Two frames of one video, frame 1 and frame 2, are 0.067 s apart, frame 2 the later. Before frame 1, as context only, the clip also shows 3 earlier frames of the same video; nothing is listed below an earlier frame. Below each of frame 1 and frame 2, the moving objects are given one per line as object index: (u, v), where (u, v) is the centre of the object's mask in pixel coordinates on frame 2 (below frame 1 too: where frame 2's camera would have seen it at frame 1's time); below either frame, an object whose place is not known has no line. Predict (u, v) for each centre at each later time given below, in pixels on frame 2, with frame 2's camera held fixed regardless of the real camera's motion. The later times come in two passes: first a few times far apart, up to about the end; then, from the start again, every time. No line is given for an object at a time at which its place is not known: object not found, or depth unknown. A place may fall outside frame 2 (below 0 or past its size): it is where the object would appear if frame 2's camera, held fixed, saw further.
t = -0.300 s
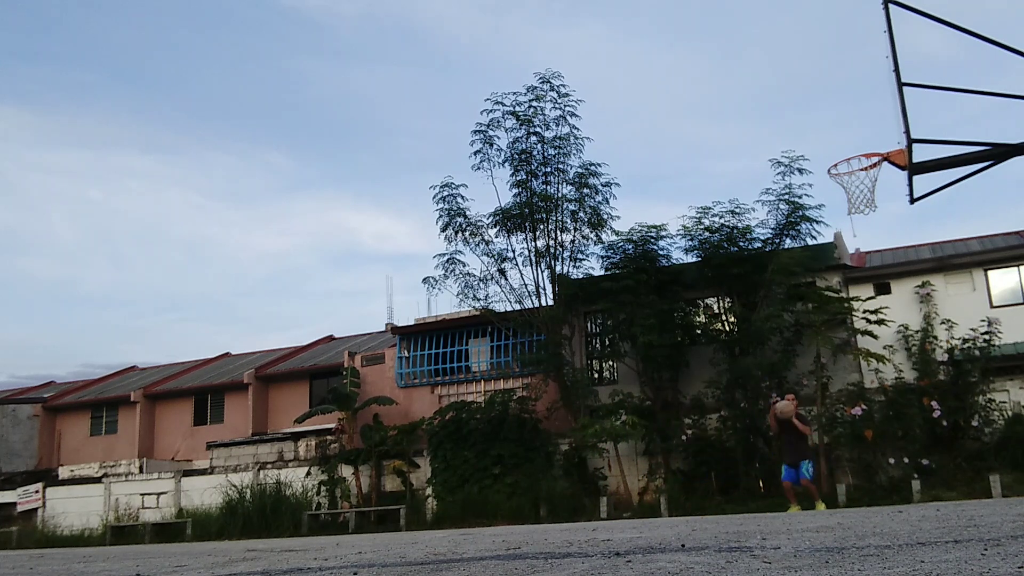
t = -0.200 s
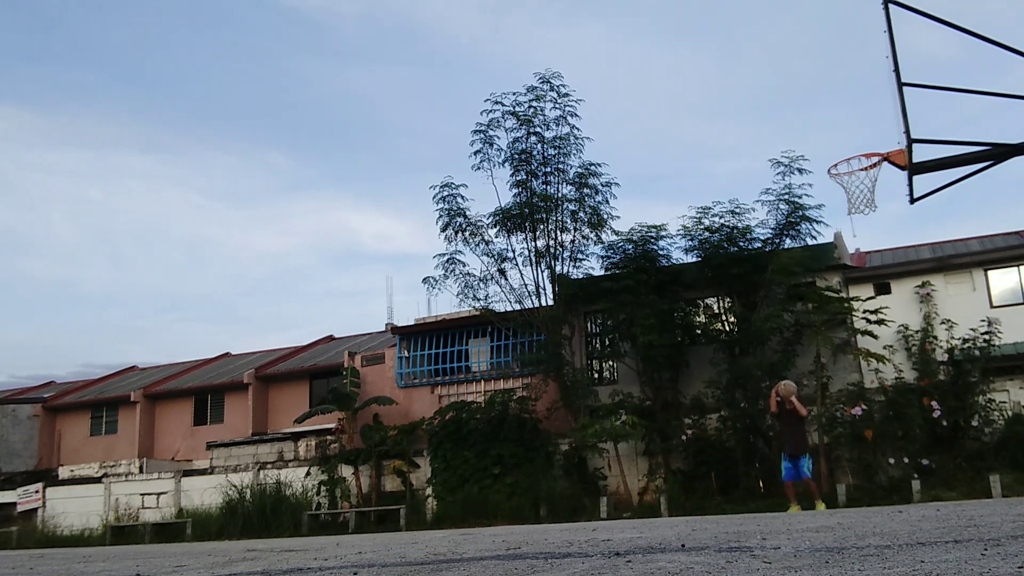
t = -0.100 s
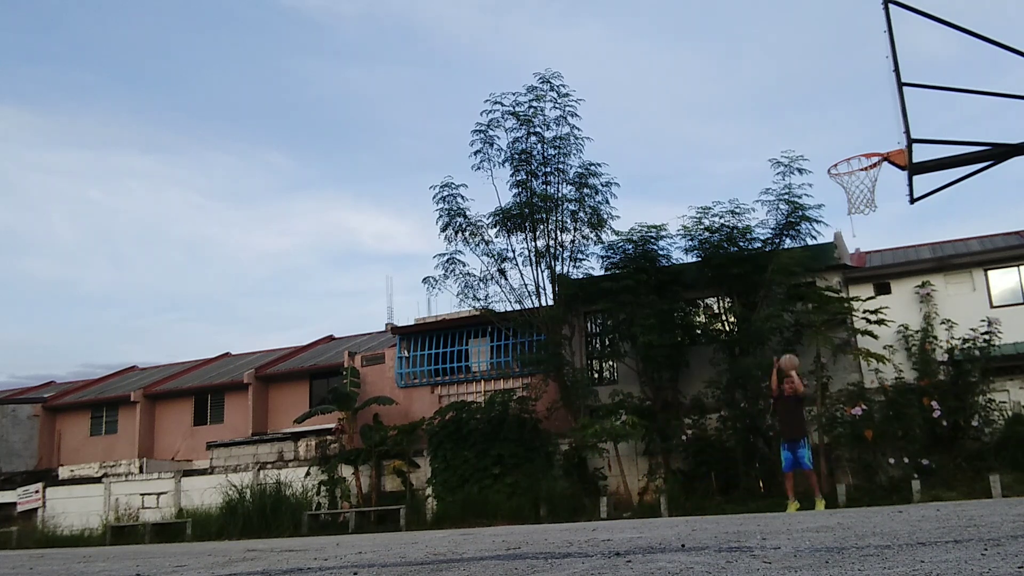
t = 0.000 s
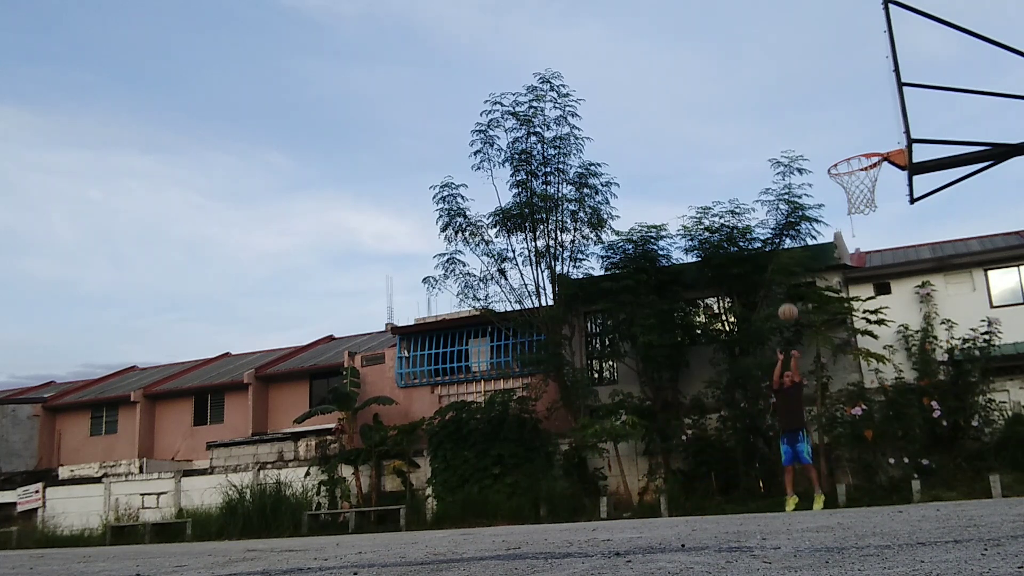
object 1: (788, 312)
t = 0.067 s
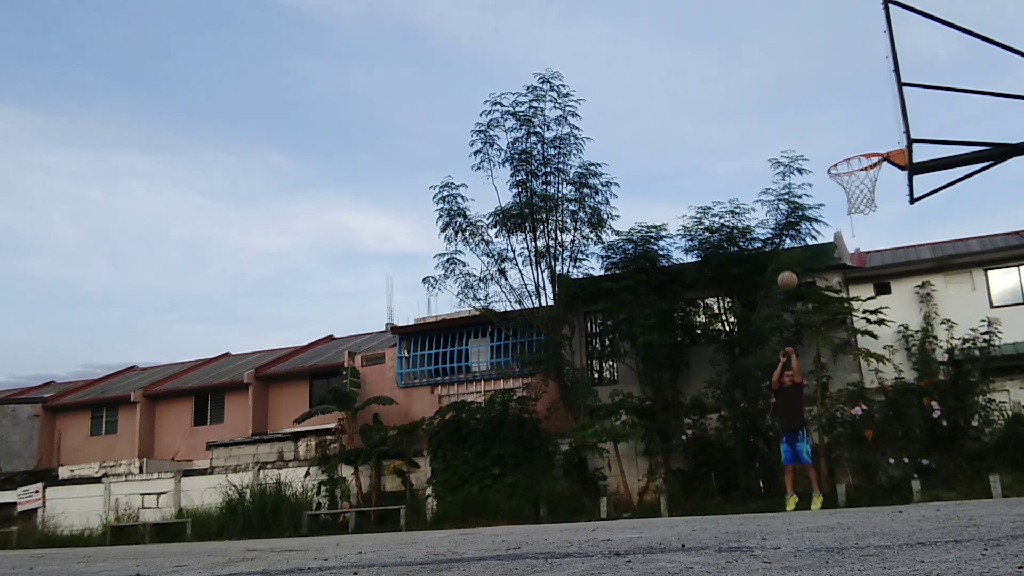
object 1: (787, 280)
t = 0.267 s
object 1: (788, 199)
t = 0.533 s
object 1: (795, 128)
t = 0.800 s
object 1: (811, 105)
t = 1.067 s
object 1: (839, 145)
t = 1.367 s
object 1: (867, 180)
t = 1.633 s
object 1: (871, 231)
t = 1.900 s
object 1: (880, 355)
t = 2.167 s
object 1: (885, 455)
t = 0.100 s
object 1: (787, 265)
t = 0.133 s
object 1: (787, 251)
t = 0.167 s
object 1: (787, 237)
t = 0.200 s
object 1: (787, 224)
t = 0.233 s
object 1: (788, 211)
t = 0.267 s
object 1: (788, 199)
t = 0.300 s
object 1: (789, 188)
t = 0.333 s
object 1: (789, 178)
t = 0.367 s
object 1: (790, 168)
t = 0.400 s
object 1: (791, 158)
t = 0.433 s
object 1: (792, 150)
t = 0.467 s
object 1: (793, 142)
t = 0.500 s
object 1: (794, 134)
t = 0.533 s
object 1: (795, 128)
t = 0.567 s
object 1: (796, 122)
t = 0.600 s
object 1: (798, 117)
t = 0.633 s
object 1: (800, 113)
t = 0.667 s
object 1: (802, 109)
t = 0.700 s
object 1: (804, 107)
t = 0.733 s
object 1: (806, 105)
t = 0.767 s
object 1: (808, 105)
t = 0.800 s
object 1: (811, 105)
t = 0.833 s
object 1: (813, 106)
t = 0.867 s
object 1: (817, 108)
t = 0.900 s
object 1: (820, 111)
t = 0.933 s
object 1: (823, 115)
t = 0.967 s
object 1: (826, 121)
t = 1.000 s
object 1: (830, 128)
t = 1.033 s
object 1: (834, 136)
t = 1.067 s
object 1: (839, 145)
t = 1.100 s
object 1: (843, 156)
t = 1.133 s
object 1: (848, 162)
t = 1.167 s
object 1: (851, 166)
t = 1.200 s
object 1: (855, 171)
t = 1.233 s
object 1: (859, 174)
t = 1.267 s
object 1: (862, 177)
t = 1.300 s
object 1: (864, 178)
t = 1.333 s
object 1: (866, 179)
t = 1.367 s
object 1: (867, 180)
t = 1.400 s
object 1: (869, 183)
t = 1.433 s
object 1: (870, 187)
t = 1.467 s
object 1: (871, 192)
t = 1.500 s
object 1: (871, 198)
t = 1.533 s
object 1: (870, 204)
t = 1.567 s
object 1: (871, 212)
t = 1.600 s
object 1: (871, 220)
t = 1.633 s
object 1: (871, 231)
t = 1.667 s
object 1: (872, 243)
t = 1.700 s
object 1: (873, 254)
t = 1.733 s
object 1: (873, 268)
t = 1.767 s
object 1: (874, 283)
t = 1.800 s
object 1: (875, 300)
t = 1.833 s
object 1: (876, 317)
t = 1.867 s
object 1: (878, 335)
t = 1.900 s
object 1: (880, 355)
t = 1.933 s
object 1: (882, 378)
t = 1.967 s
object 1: (884, 400)
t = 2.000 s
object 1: (887, 424)
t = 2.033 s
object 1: (889, 450)
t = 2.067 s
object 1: (893, 477)
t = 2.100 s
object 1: (893, 490)
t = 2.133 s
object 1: (889, 472)
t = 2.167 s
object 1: (885, 455)
